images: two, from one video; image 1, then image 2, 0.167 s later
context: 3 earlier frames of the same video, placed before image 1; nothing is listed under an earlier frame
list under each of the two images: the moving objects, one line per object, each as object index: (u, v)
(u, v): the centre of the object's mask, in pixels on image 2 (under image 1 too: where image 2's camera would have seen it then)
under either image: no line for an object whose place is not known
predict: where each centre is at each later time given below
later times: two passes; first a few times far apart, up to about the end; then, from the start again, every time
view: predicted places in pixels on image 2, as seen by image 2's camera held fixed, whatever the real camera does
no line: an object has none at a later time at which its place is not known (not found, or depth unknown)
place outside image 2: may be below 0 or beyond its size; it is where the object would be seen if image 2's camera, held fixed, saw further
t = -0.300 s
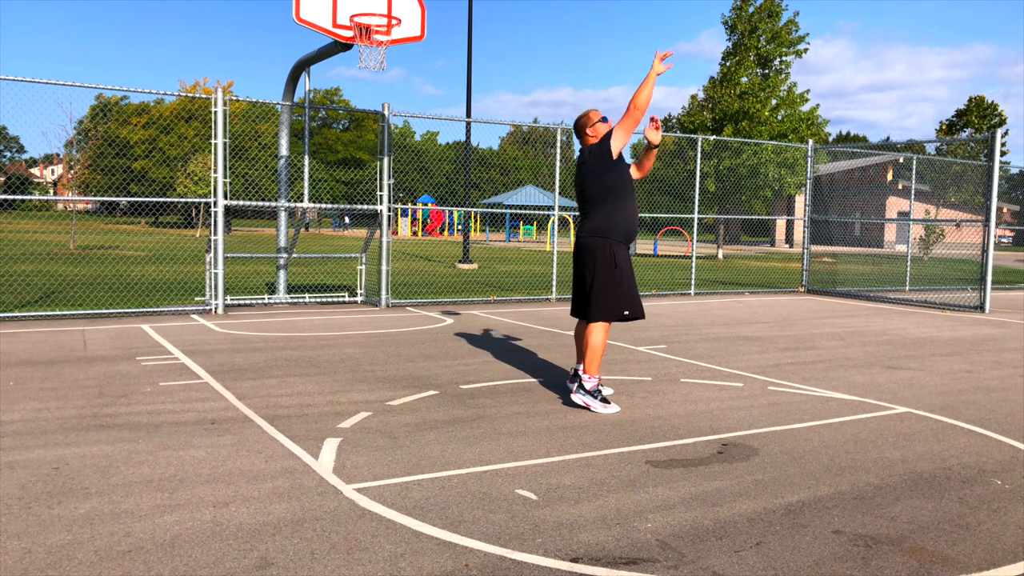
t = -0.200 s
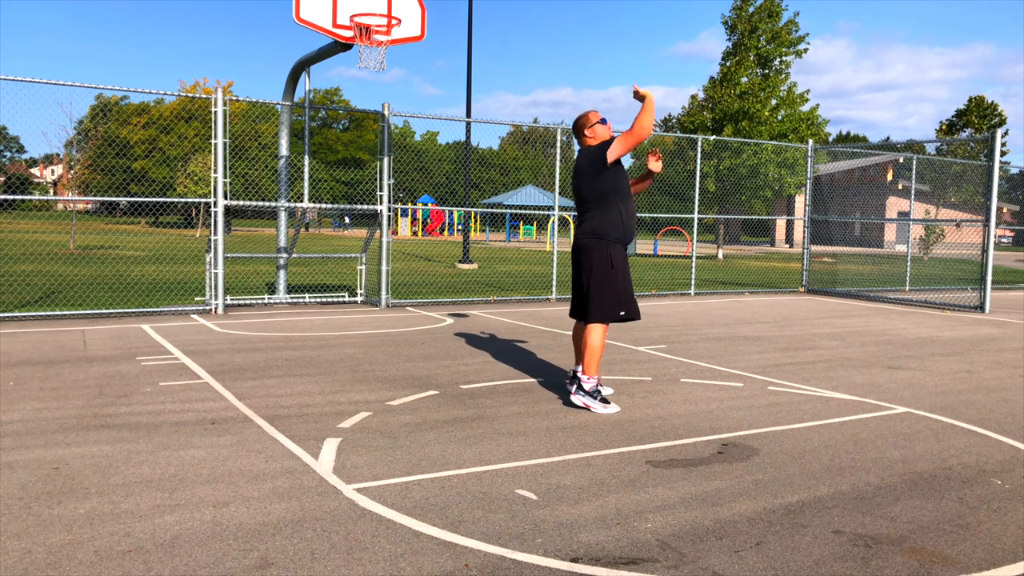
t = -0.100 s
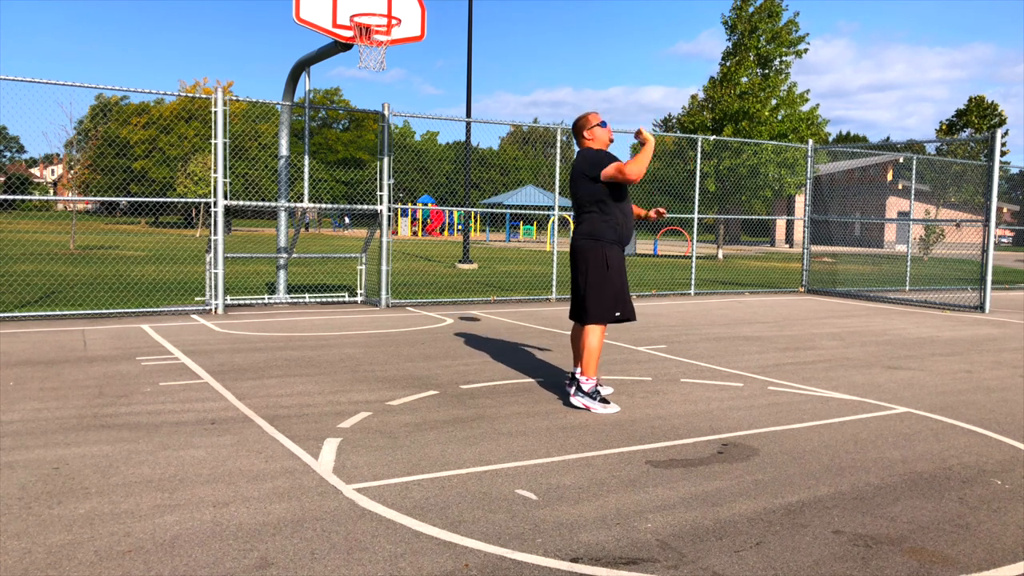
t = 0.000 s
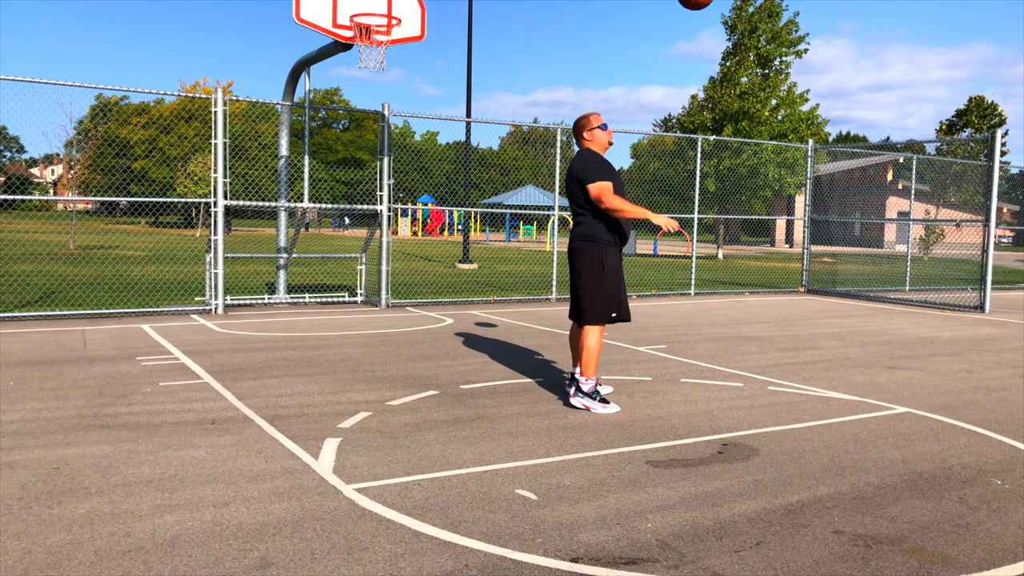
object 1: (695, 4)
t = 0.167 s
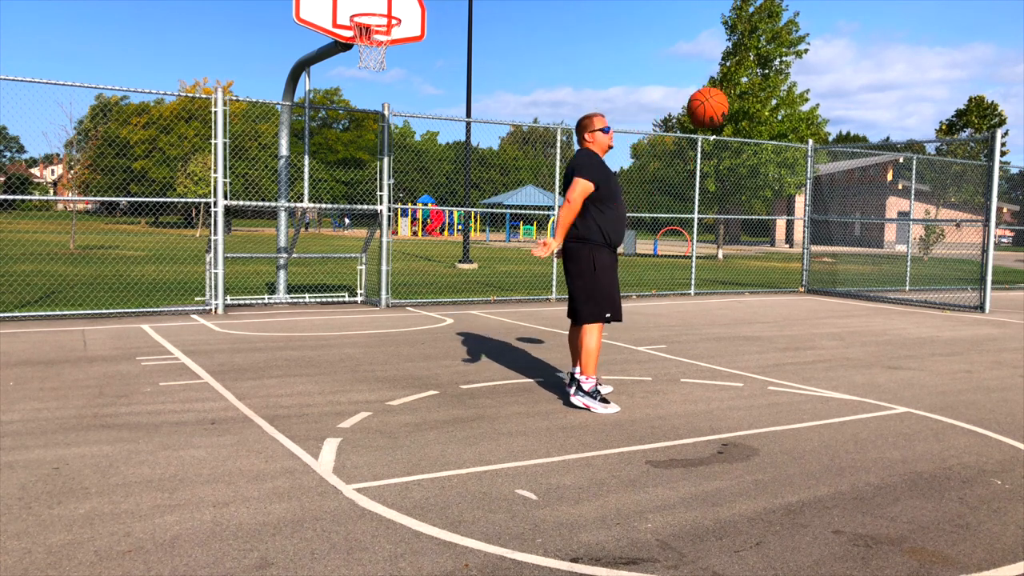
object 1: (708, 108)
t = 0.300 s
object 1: (716, 236)
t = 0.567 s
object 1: (714, 296)
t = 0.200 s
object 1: (710, 137)
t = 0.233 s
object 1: (712, 168)
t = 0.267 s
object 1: (714, 201)
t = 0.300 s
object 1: (716, 236)
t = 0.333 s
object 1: (718, 273)
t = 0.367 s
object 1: (720, 311)
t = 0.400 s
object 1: (722, 350)
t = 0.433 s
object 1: (724, 393)
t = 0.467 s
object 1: (723, 382)
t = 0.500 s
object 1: (720, 352)
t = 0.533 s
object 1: (717, 323)
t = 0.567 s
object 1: (714, 296)
